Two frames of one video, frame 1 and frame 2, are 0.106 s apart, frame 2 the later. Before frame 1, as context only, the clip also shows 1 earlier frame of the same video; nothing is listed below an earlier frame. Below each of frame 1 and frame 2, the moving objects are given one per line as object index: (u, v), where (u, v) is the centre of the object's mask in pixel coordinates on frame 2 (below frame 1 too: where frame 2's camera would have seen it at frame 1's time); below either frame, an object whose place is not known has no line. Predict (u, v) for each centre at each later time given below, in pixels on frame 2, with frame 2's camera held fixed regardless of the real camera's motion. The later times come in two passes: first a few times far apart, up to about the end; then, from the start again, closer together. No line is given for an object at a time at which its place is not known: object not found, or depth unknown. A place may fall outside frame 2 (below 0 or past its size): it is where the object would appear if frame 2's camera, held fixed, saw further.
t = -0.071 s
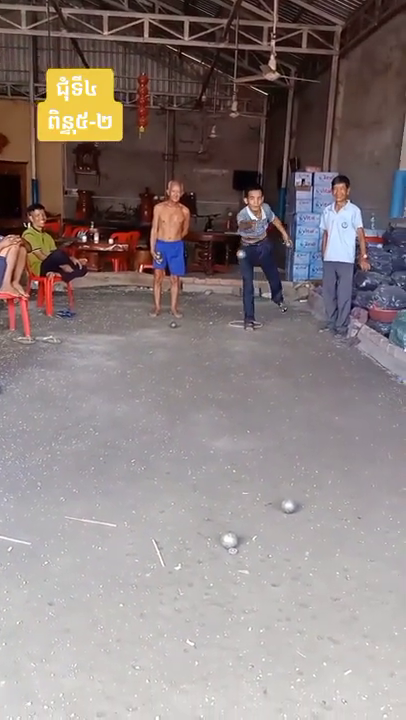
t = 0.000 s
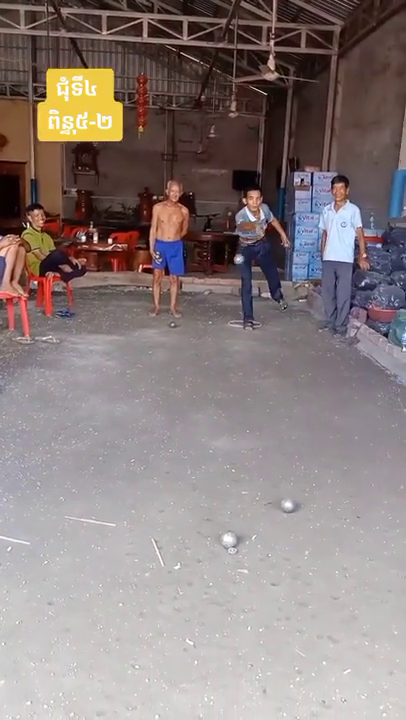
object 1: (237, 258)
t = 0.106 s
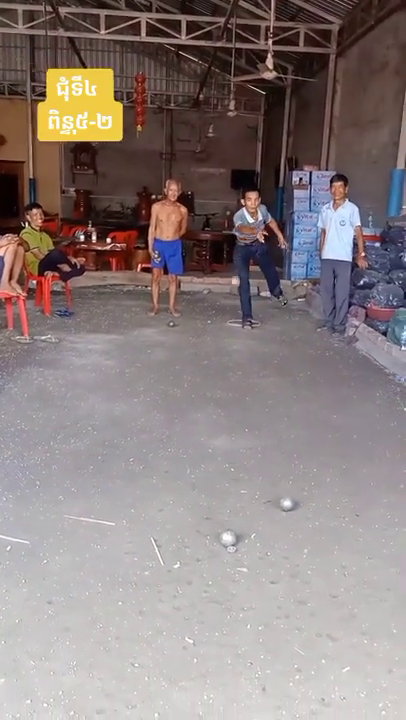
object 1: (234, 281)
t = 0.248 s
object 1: (227, 355)
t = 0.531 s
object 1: (198, 579)
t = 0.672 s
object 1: (177, 680)
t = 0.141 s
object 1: (233, 294)
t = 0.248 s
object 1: (227, 355)
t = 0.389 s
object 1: (214, 510)
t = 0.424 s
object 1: (208, 553)
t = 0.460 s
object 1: (205, 559)
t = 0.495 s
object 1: (201, 567)
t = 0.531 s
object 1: (198, 579)
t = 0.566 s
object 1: (194, 596)
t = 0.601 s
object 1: (189, 617)
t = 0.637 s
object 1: (183, 646)
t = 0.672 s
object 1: (177, 680)
